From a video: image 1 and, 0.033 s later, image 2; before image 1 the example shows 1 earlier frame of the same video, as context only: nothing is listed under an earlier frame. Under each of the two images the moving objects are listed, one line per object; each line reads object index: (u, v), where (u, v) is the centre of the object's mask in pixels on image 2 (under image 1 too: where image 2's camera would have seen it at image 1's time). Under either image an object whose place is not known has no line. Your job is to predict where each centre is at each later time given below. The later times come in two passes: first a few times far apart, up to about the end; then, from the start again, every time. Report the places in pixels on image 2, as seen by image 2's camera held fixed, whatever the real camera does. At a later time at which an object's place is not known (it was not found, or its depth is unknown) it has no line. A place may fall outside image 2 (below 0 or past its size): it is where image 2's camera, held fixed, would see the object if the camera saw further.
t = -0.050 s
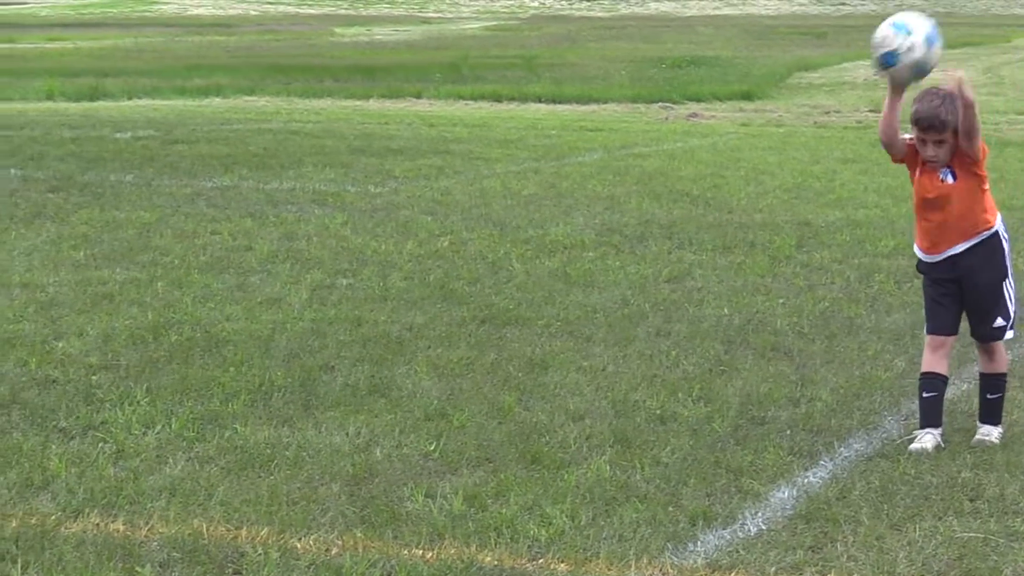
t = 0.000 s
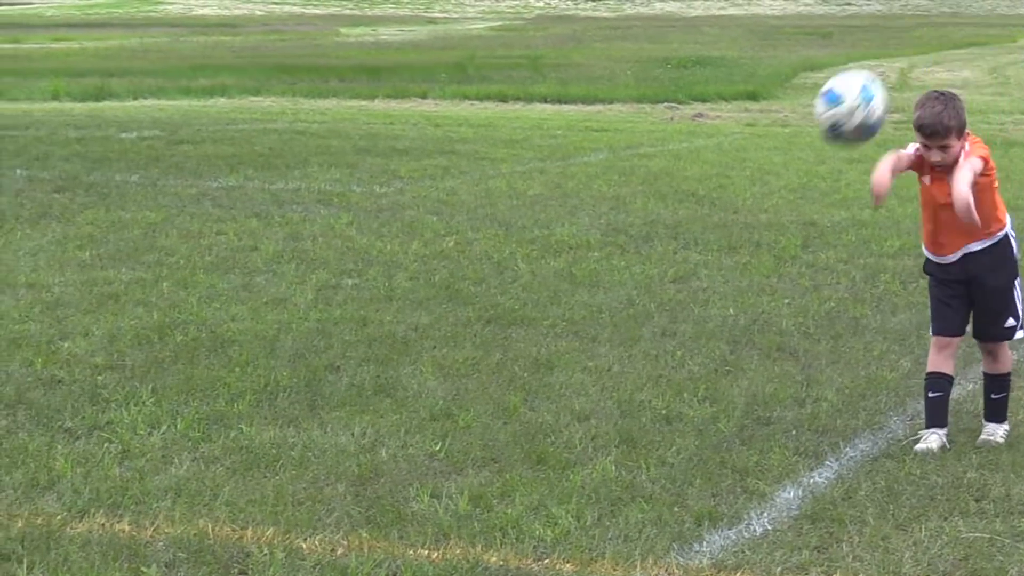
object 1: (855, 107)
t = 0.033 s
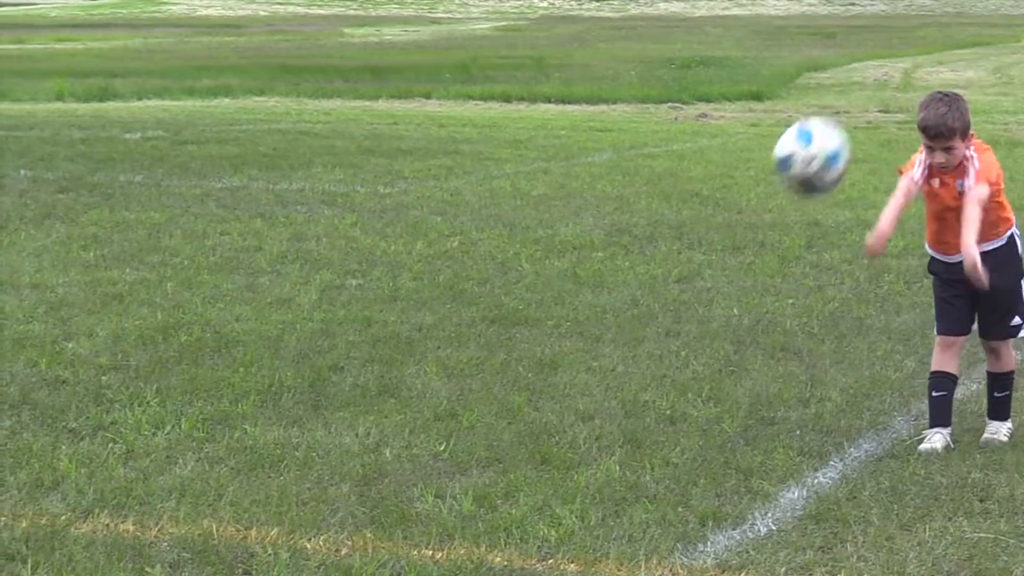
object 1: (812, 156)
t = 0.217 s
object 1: (529, 547)
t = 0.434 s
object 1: (413, 366)
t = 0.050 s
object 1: (790, 183)
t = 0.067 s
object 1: (766, 210)
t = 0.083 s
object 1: (743, 240)
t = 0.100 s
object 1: (719, 271)
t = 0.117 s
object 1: (695, 306)
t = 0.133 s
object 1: (669, 339)
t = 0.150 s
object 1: (643, 376)
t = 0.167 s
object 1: (614, 419)
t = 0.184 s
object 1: (586, 460)
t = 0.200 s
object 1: (557, 506)
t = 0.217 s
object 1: (529, 547)
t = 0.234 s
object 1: (518, 538)
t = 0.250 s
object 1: (511, 517)
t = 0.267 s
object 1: (503, 500)
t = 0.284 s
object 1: (494, 481)
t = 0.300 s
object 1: (487, 465)
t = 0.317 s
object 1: (479, 446)
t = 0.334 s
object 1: (468, 433)
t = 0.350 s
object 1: (460, 419)
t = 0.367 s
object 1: (451, 407)
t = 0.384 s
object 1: (441, 396)
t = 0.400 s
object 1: (432, 385)
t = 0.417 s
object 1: (422, 375)
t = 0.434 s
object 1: (413, 366)
